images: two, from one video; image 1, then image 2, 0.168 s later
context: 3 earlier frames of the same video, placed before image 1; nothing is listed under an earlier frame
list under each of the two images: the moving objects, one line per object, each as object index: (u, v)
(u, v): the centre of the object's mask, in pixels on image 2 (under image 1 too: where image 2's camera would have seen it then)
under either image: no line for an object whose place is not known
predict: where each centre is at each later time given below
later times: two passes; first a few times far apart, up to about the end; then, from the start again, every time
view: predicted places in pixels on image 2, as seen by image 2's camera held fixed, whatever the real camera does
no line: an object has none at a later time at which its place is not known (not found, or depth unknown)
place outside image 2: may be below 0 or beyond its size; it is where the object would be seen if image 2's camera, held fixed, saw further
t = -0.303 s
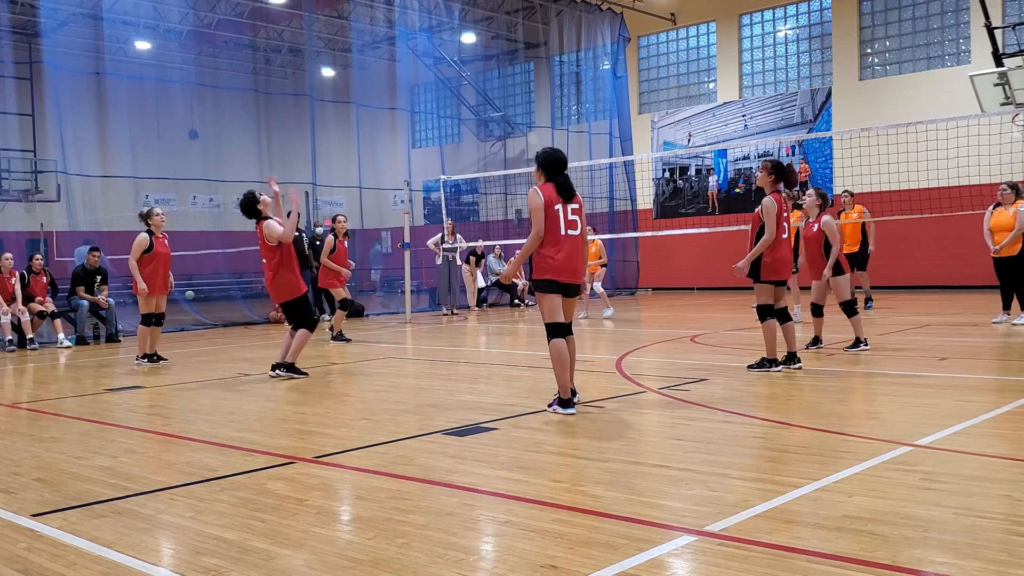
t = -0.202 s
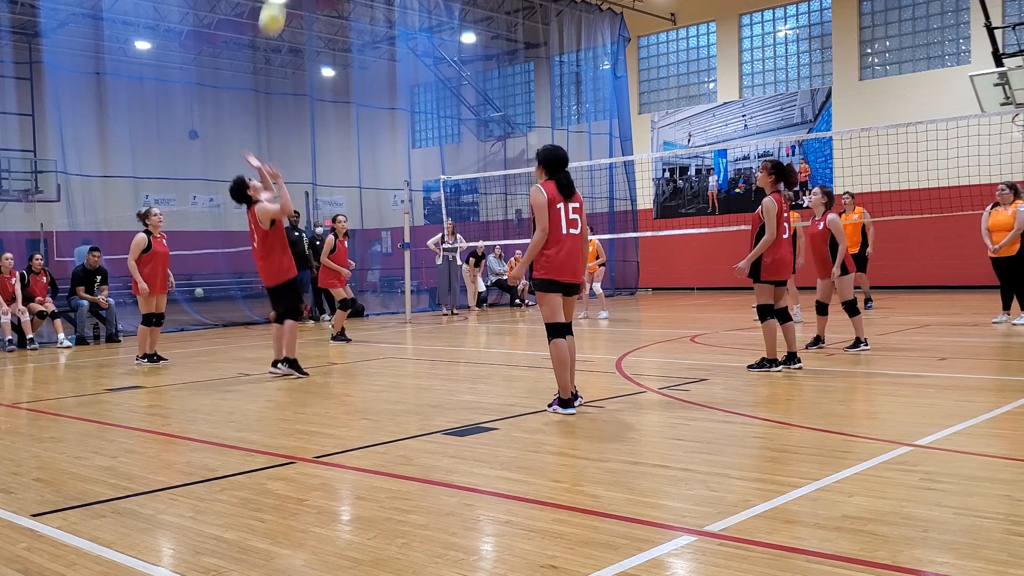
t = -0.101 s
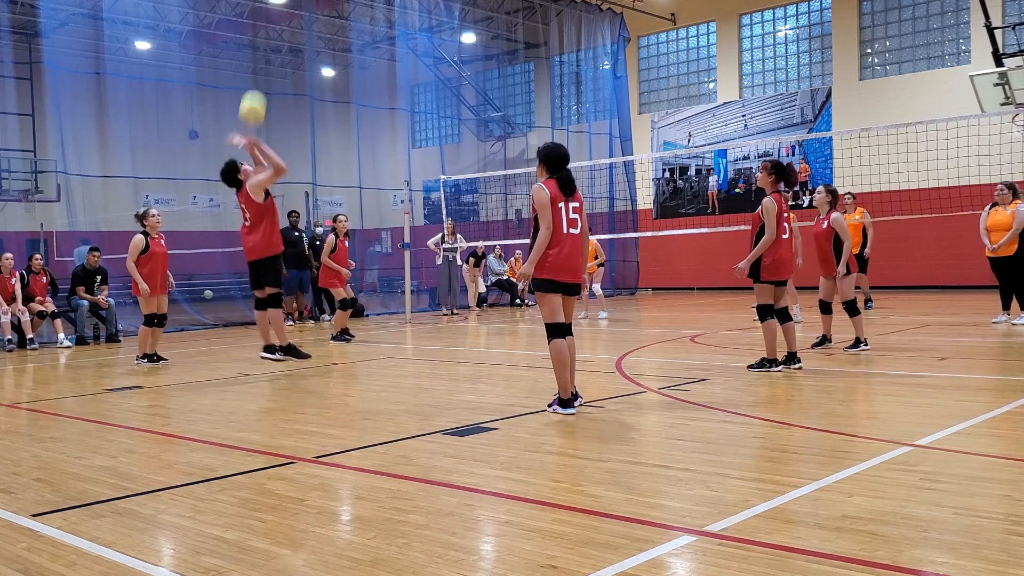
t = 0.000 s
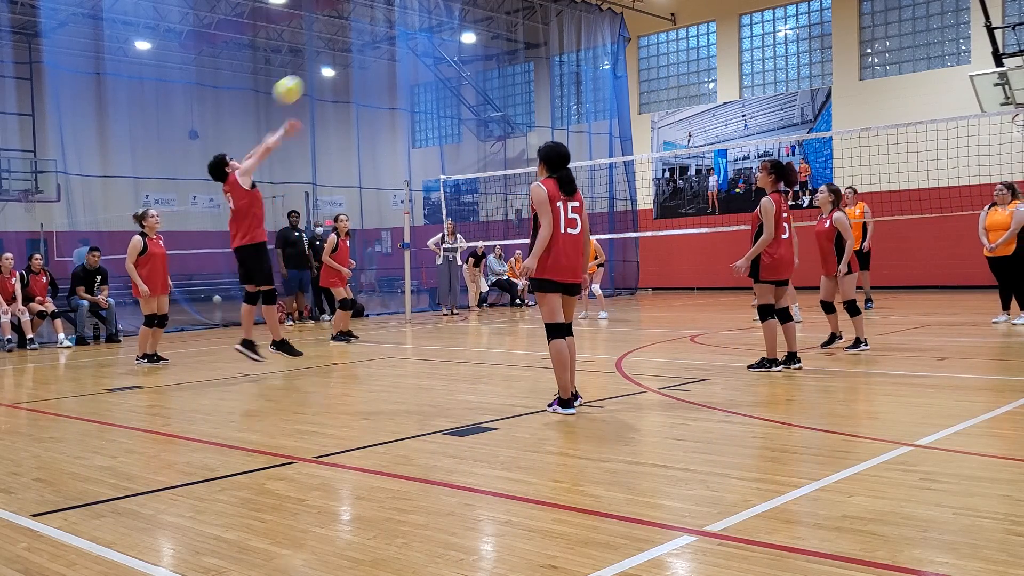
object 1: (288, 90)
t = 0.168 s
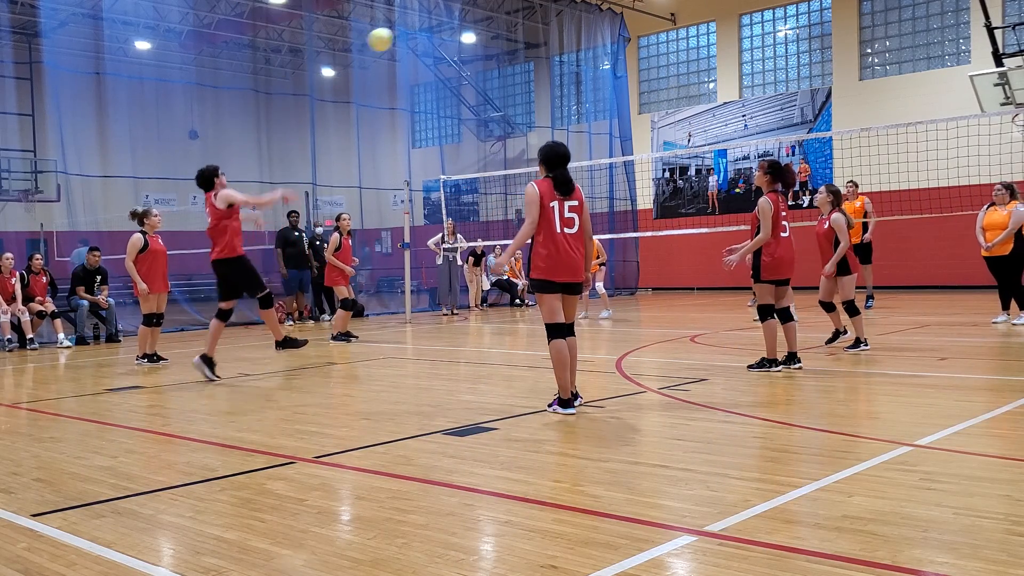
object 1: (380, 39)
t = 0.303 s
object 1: (440, 25)
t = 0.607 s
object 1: (545, 50)
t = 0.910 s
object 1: (624, 126)
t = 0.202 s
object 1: (396, 34)
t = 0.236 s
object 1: (412, 30)
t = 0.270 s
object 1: (426, 27)
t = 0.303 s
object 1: (440, 25)
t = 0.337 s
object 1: (453, 24)
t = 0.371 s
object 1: (466, 24)
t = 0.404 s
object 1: (479, 26)
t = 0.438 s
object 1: (491, 28)
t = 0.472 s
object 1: (503, 31)
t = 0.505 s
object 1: (514, 35)
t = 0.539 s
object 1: (524, 39)
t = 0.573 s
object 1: (535, 44)
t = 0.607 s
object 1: (545, 50)
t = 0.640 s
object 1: (555, 57)
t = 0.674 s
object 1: (564, 64)
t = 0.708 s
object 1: (573, 71)
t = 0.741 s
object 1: (582, 79)
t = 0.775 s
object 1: (591, 88)
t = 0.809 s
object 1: (600, 97)
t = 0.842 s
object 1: (608, 106)
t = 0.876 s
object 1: (616, 116)
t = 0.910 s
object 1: (624, 126)
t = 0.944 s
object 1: (631, 136)
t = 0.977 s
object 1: (638, 147)
